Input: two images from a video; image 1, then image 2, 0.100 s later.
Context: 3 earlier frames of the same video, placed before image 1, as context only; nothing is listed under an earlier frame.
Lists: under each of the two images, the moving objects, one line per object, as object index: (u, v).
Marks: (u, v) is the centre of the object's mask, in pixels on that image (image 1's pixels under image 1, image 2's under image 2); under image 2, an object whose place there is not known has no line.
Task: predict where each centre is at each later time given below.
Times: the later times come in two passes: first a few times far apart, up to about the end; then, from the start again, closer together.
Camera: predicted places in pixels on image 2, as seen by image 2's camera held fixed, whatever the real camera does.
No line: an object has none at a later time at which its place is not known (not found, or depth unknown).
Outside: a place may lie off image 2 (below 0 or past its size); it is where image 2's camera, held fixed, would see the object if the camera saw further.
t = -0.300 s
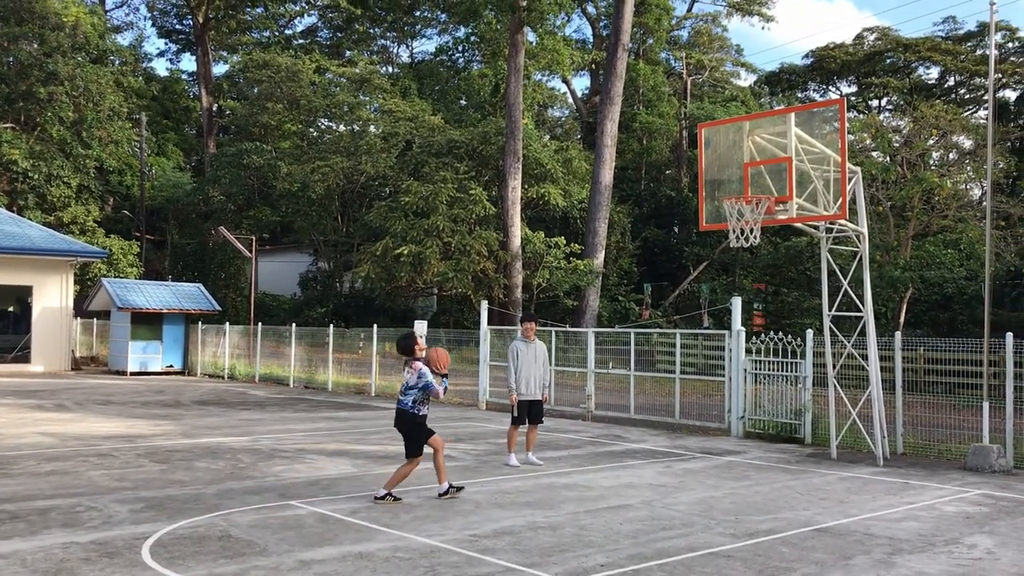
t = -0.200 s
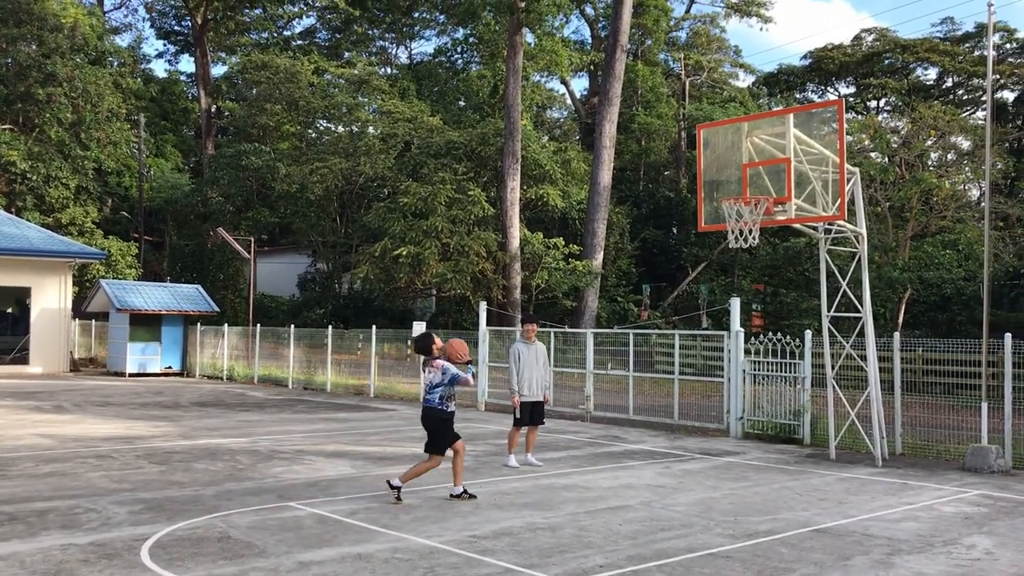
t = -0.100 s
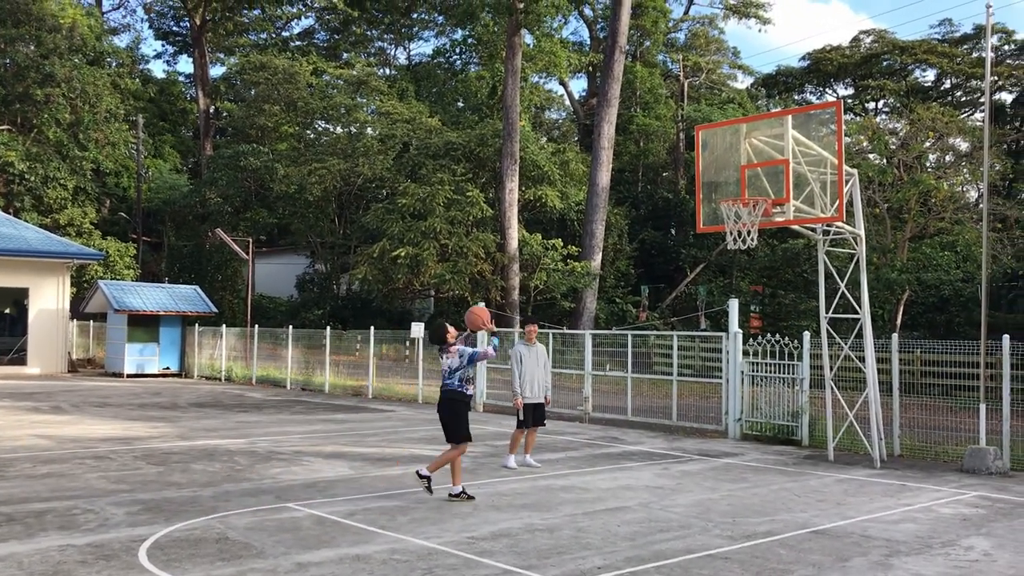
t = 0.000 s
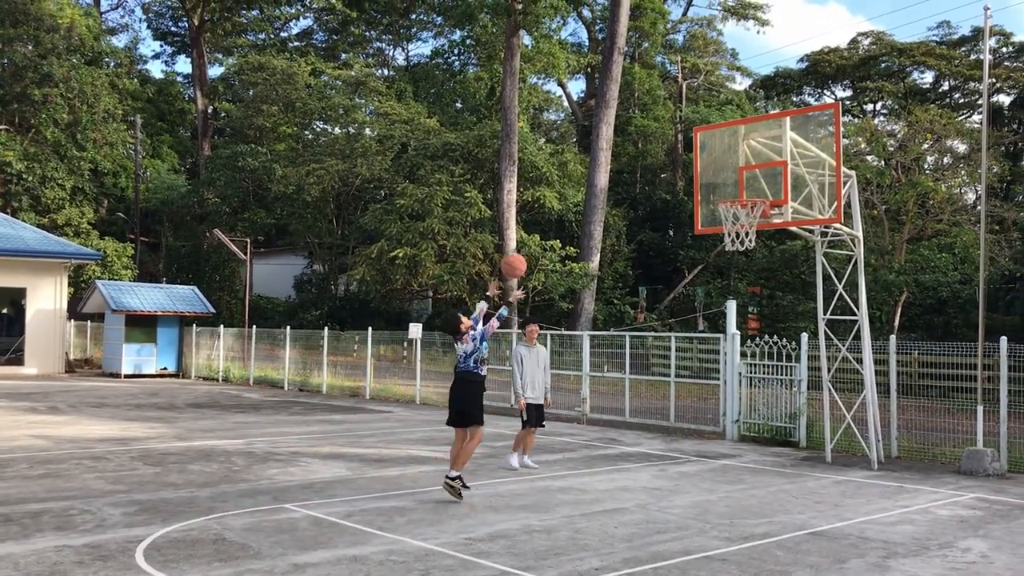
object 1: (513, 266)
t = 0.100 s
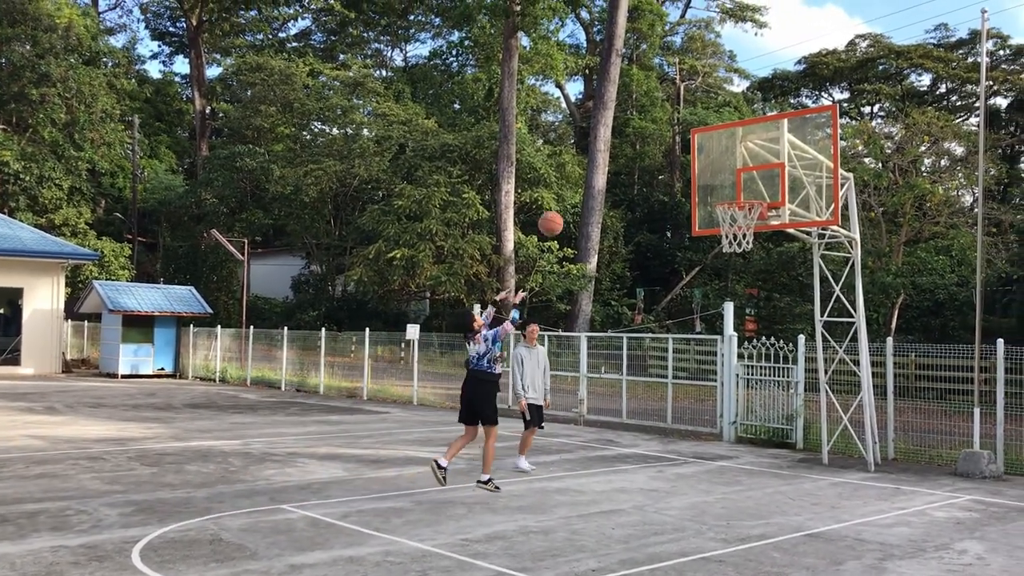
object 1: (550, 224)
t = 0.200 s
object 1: (589, 191)
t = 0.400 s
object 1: (661, 162)
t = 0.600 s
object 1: (729, 171)
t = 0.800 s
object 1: (786, 194)
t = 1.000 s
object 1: (801, 205)
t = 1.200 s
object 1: (808, 252)
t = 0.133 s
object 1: (563, 212)
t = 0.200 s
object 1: (589, 191)
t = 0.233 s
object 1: (601, 184)
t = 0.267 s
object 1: (614, 177)
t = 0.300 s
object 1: (625, 172)
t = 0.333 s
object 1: (638, 167)
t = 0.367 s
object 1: (649, 164)
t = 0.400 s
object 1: (661, 162)
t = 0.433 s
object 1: (673, 161)
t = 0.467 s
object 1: (684, 161)
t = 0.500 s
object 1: (696, 162)
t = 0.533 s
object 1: (707, 164)
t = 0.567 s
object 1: (718, 167)
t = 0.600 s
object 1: (729, 171)
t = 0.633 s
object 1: (740, 177)
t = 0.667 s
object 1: (751, 183)
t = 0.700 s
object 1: (762, 190)
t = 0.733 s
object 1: (769, 191)
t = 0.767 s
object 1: (778, 192)
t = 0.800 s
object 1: (786, 194)
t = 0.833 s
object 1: (794, 197)
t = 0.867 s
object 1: (797, 197)
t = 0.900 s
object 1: (798, 198)
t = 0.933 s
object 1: (800, 200)
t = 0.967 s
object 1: (800, 202)
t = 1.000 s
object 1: (801, 205)
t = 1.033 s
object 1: (802, 211)
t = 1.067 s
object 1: (803, 215)
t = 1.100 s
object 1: (805, 224)
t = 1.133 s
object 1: (806, 232)
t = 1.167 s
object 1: (807, 242)
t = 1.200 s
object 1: (808, 252)
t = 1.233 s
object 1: (809, 265)
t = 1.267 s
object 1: (810, 278)
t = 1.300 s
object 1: (812, 293)
